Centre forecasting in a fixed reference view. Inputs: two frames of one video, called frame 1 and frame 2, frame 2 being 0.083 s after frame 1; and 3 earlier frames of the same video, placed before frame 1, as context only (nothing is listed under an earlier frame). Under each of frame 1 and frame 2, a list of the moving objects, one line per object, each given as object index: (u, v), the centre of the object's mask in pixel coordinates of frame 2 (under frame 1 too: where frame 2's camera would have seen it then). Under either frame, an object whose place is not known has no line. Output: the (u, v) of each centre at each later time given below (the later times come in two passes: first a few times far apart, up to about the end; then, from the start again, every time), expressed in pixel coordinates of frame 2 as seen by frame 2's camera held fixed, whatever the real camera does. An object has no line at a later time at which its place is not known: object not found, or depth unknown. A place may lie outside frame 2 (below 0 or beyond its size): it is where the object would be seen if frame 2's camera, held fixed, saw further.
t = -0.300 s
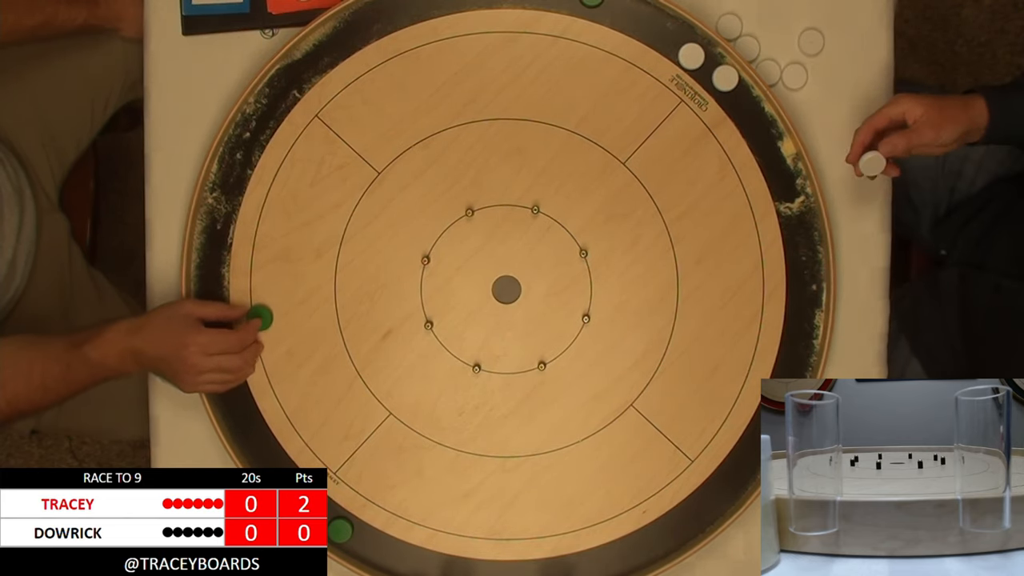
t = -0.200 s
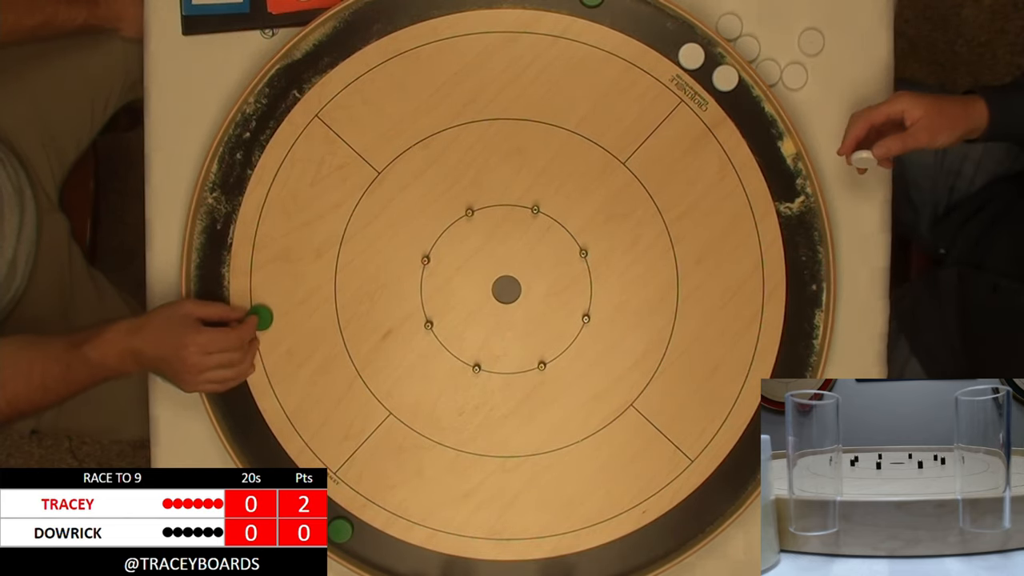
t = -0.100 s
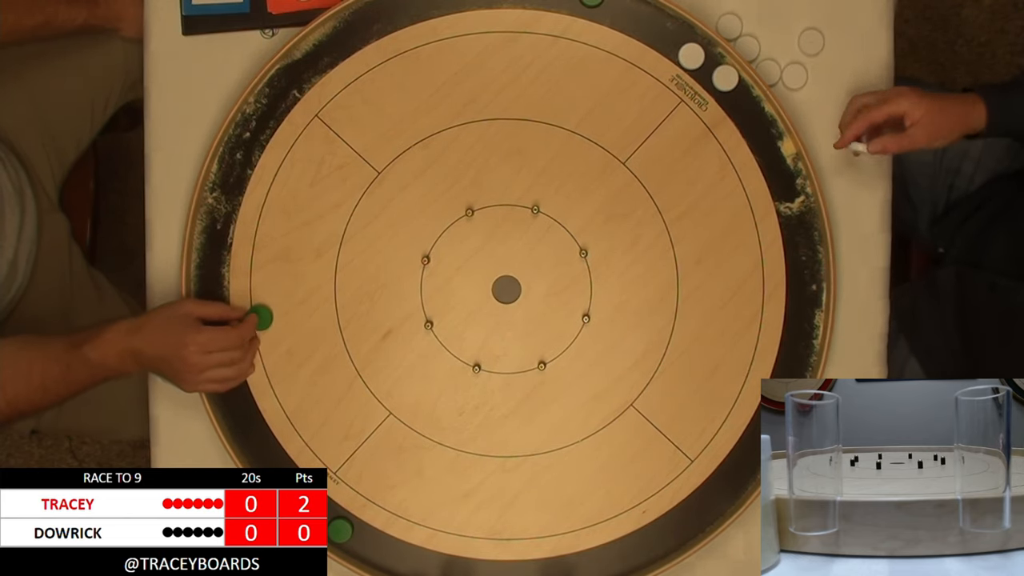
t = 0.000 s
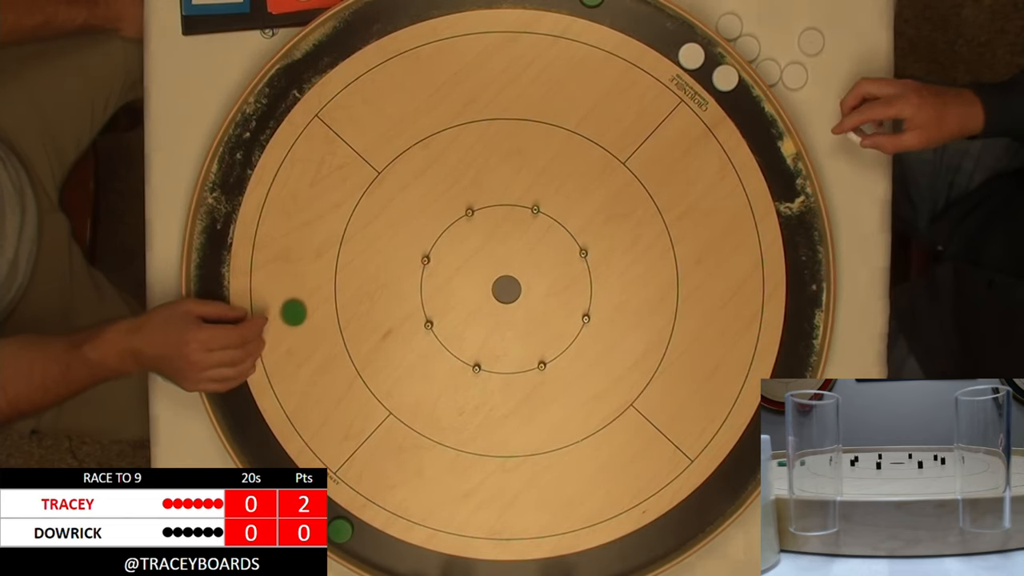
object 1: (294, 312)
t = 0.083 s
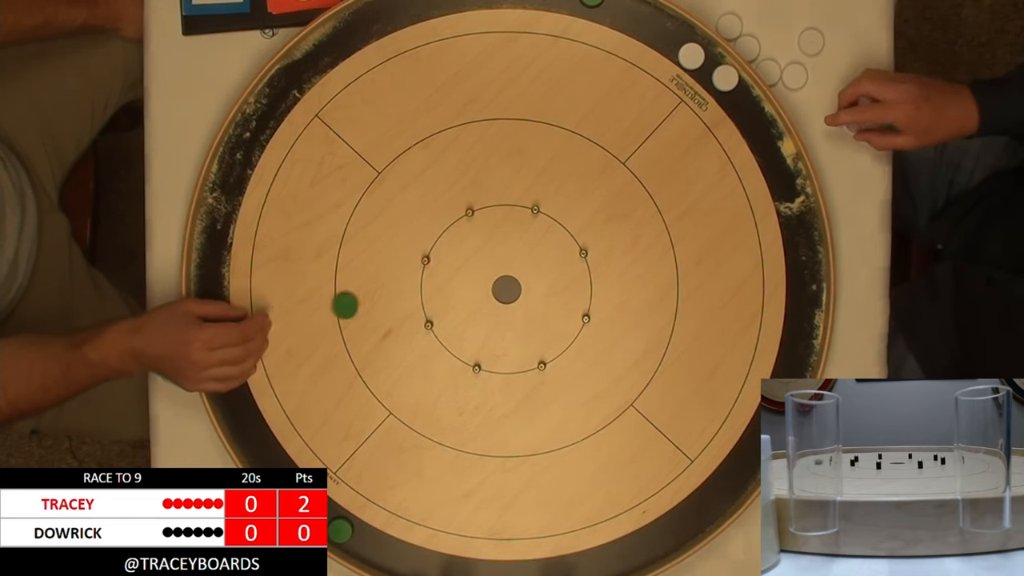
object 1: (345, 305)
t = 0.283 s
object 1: (456, 290)
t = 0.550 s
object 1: (541, 290)
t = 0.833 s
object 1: (575, 301)
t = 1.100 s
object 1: (578, 300)
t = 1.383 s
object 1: (578, 300)
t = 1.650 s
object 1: (578, 300)
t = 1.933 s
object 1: (578, 300)
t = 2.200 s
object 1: (578, 300)
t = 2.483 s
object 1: (578, 300)
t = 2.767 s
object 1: (578, 300)
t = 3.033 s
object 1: (578, 300)
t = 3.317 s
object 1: (579, 300)
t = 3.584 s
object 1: (578, 300)
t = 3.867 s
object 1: (579, 300)
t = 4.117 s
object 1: (578, 300)
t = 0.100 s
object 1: (355, 304)
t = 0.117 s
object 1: (364, 302)
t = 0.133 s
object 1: (374, 301)
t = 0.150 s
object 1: (384, 299)
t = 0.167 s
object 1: (394, 298)
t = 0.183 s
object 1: (403, 297)
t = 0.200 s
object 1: (413, 296)
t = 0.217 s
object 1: (422, 295)
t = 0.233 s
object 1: (431, 293)
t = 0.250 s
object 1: (439, 292)
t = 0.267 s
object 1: (447, 291)
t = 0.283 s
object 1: (456, 290)
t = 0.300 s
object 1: (464, 289)
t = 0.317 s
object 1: (471, 288)
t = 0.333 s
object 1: (479, 286)
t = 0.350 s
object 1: (486, 285)
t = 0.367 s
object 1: (493, 284)
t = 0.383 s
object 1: (500, 283)
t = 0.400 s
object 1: (508, 283)
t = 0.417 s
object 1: (512, 283)
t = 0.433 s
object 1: (517, 284)
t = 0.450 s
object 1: (521, 285)
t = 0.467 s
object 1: (525, 286)
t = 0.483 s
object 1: (529, 287)
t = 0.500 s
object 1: (532, 288)
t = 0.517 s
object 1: (535, 289)
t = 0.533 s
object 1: (538, 290)
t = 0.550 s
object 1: (541, 290)
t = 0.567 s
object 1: (544, 291)
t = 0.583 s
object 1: (546, 292)
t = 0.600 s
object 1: (549, 293)
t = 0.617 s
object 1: (551, 293)
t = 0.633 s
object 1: (554, 294)
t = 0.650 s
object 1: (556, 295)
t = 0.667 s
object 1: (558, 296)
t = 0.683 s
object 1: (560, 296)
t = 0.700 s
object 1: (562, 297)
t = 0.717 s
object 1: (564, 298)
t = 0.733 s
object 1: (566, 298)
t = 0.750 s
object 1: (568, 299)
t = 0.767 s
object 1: (570, 300)
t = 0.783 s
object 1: (571, 300)
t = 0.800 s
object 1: (573, 301)
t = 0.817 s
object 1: (574, 301)
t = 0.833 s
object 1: (575, 301)
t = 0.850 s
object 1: (576, 302)
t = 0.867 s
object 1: (577, 302)
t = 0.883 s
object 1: (578, 302)
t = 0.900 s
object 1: (578, 302)
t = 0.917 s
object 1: (578, 302)
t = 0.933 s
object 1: (578, 302)
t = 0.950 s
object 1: (578, 301)
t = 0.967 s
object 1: (578, 301)
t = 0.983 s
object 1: (578, 301)
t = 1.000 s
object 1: (578, 301)
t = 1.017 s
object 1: (578, 301)
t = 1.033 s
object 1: (578, 300)
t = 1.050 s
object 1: (578, 300)
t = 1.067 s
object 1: (578, 300)
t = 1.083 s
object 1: (578, 300)
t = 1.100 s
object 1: (578, 300)
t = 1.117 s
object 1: (578, 300)
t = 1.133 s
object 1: (578, 300)
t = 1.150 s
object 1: (578, 300)
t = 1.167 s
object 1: (578, 300)
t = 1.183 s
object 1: (578, 300)
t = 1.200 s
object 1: (578, 300)
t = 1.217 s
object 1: (578, 300)
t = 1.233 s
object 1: (578, 300)
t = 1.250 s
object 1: (578, 300)
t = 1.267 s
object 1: (578, 300)
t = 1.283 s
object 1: (578, 300)
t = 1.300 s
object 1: (578, 300)
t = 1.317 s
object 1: (578, 300)
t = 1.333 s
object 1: (578, 301)
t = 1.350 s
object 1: (578, 300)
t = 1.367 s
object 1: (578, 300)
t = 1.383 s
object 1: (578, 300)
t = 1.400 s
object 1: (578, 300)
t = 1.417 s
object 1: (578, 300)
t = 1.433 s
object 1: (578, 300)
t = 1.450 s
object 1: (578, 300)
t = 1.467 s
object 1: (578, 300)
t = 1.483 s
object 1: (578, 300)
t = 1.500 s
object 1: (578, 300)
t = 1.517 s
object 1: (579, 300)
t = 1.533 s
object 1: (578, 300)
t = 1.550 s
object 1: (578, 300)
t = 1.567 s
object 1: (579, 300)
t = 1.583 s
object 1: (578, 300)
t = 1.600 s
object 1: (578, 300)
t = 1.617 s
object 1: (579, 300)
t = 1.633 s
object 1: (578, 300)
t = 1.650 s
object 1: (578, 300)
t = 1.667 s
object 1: (578, 300)
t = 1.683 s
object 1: (578, 300)
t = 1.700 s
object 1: (578, 300)
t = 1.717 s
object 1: (579, 300)
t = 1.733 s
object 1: (578, 300)
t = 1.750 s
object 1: (579, 300)
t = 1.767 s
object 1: (578, 300)
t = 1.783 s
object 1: (578, 300)
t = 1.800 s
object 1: (578, 300)
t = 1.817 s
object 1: (578, 300)
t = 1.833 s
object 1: (578, 300)
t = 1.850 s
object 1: (578, 300)
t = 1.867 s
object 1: (578, 300)
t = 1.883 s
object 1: (578, 300)
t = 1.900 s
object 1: (578, 300)
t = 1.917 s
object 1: (578, 300)
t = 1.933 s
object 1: (578, 300)
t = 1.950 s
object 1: (578, 300)
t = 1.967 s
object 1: (578, 300)
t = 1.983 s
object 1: (578, 300)
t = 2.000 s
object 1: (578, 300)
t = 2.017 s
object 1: (578, 300)
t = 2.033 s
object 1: (578, 300)
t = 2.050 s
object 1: (578, 300)
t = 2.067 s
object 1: (578, 300)
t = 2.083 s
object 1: (578, 300)
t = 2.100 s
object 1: (578, 300)
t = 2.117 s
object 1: (578, 300)
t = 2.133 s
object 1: (578, 300)
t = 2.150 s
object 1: (578, 300)
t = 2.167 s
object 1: (578, 300)
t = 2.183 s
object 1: (578, 300)
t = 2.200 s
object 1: (578, 300)
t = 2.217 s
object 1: (578, 300)
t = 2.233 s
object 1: (578, 300)
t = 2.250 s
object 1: (578, 301)
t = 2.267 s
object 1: (578, 300)
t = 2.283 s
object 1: (578, 300)
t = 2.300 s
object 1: (578, 300)
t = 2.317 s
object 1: (578, 300)
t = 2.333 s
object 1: (578, 300)
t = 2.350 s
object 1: (578, 300)
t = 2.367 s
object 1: (578, 300)
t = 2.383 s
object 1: (578, 300)
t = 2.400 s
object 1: (578, 300)
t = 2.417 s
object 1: (578, 300)
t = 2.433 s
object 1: (578, 300)
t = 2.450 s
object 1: (578, 300)
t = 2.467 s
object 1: (578, 300)
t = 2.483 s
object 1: (578, 300)
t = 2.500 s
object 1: (578, 300)
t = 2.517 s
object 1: (578, 300)
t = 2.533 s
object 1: (578, 300)
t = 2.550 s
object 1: (578, 300)
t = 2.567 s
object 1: (578, 300)
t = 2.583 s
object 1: (578, 300)
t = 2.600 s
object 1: (578, 300)
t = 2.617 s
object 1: (578, 300)
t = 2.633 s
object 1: (578, 300)
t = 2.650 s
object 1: (578, 300)
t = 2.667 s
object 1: (578, 300)
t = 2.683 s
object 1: (578, 300)
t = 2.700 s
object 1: (578, 300)
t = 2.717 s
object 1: (578, 300)
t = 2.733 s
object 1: (578, 300)
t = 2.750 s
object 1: (578, 300)
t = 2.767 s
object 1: (578, 300)
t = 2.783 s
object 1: (578, 300)
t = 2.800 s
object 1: (578, 300)
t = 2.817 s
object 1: (578, 300)
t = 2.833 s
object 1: (578, 300)
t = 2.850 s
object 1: (578, 300)
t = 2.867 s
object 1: (578, 300)
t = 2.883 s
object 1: (578, 300)
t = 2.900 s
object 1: (578, 300)
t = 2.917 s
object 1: (578, 300)
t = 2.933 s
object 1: (578, 300)
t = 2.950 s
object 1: (578, 300)
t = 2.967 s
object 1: (578, 300)
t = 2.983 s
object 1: (578, 300)
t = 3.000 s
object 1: (578, 300)
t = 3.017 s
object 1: (578, 300)
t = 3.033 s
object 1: (578, 300)
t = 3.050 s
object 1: (578, 300)
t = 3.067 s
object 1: (578, 300)
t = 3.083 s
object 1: (578, 300)
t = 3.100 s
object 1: (579, 300)
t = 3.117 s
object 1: (579, 300)
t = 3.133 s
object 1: (579, 300)
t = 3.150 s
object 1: (579, 300)
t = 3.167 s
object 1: (578, 300)
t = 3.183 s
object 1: (579, 300)
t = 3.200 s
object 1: (578, 300)
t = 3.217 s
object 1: (578, 300)
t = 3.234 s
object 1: (578, 300)
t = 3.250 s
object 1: (579, 300)
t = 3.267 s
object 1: (579, 300)
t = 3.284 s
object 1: (579, 300)
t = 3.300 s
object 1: (578, 300)
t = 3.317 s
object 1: (579, 300)
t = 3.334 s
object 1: (579, 300)
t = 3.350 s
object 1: (579, 300)
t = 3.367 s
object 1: (579, 300)
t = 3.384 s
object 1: (579, 300)
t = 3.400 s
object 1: (579, 300)
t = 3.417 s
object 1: (578, 300)
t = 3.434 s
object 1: (578, 300)
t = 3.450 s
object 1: (578, 300)
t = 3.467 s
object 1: (578, 300)
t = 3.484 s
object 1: (578, 300)
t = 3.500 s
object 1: (578, 300)
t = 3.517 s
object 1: (578, 300)
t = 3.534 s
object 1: (578, 300)
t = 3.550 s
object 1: (578, 300)
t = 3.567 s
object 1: (578, 300)
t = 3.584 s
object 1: (578, 300)
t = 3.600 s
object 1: (578, 300)
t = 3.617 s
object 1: (579, 300)
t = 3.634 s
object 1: (578, 300)
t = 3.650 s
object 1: (578, 300)
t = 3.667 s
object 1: (579, 300)
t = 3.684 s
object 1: (578, 300)
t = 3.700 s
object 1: (578, 300)
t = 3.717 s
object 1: (579, 300)
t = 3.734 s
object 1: (579, 300)
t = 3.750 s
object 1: (579, 300)
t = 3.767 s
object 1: (579, 300)
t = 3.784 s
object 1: (578, 300)
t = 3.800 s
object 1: (578, 300)
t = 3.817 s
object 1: (578, 300)
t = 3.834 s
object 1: (579, 300)
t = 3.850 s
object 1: (579, 300)
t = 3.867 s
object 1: (579, 300)
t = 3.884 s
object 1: (579, 300)
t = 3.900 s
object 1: (579, 300)
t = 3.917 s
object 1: (579, 300)
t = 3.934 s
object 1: (578, 300)
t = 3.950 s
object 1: (578, 300)
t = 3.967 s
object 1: (578, 300)
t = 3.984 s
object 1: (578, 301)
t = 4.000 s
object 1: (578, 300)
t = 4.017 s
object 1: (578, 300)
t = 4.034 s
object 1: (578, 300)
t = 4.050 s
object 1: (578, 300)
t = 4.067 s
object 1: (578, 300)
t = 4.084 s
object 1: (578, 300)
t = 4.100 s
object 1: (578, 300)
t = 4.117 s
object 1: (578, 300)
